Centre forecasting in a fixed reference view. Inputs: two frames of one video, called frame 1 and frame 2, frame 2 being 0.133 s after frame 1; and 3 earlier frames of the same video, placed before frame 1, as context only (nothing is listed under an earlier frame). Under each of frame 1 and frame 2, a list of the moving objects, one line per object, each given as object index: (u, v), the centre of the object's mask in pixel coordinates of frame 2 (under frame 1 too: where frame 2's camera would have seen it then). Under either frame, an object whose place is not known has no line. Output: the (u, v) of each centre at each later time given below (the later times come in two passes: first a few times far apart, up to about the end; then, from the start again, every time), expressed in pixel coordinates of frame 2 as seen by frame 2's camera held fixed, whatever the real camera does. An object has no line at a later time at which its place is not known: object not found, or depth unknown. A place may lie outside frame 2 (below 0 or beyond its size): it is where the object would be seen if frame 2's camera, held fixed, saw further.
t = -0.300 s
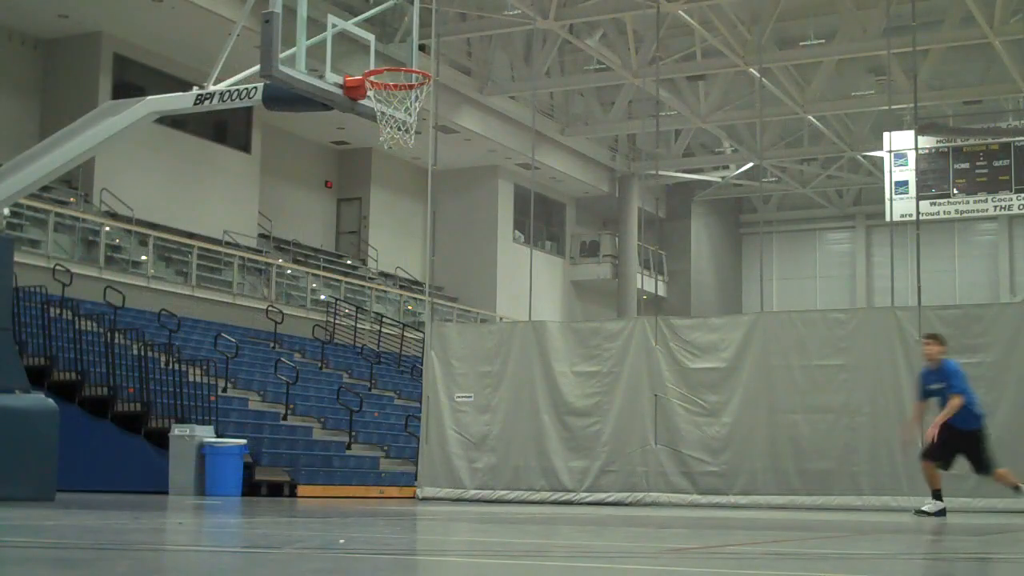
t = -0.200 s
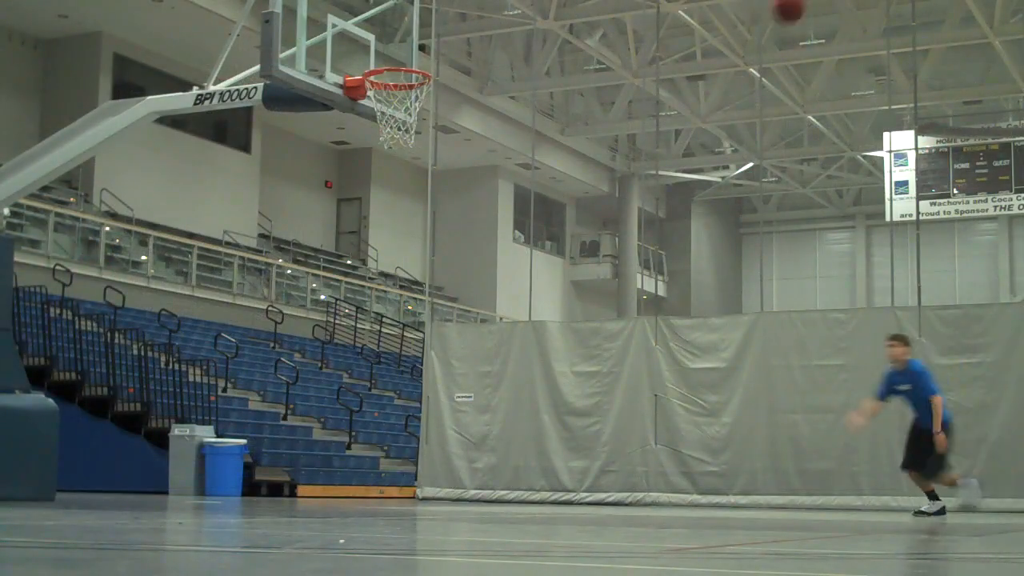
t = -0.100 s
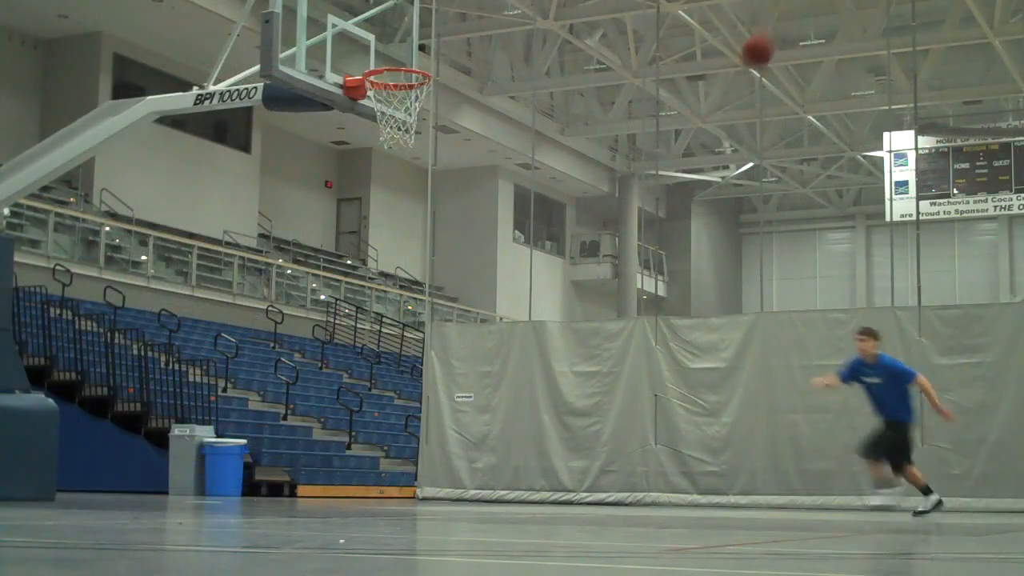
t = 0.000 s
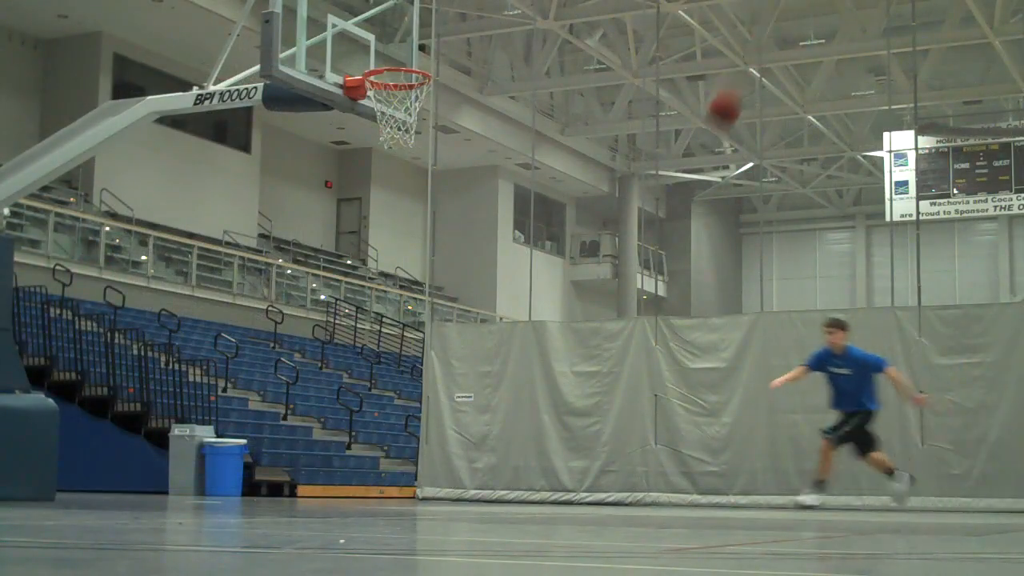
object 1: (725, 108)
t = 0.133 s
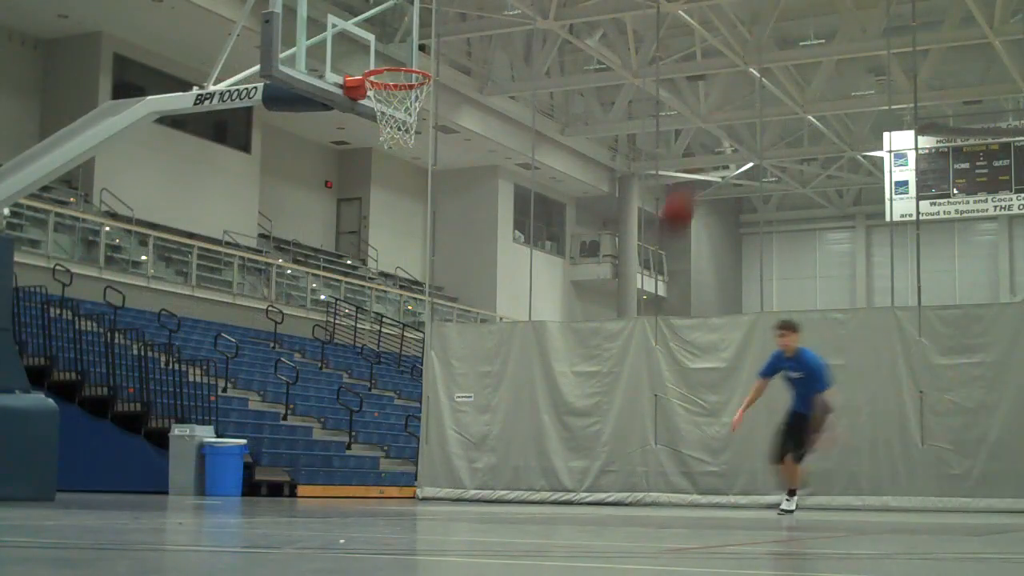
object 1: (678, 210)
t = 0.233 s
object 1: (639, 310)
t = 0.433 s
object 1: (572, 450)
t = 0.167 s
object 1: (666, 240)
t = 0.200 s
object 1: (654, 270)
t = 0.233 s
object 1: (639, 310)
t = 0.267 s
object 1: (625, 348)
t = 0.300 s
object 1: (612, 388)
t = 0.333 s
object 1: (597, 431)
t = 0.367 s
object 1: (584, 471)
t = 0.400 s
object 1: (575, 485)
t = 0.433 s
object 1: (572, 450)
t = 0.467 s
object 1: (568, 419)
